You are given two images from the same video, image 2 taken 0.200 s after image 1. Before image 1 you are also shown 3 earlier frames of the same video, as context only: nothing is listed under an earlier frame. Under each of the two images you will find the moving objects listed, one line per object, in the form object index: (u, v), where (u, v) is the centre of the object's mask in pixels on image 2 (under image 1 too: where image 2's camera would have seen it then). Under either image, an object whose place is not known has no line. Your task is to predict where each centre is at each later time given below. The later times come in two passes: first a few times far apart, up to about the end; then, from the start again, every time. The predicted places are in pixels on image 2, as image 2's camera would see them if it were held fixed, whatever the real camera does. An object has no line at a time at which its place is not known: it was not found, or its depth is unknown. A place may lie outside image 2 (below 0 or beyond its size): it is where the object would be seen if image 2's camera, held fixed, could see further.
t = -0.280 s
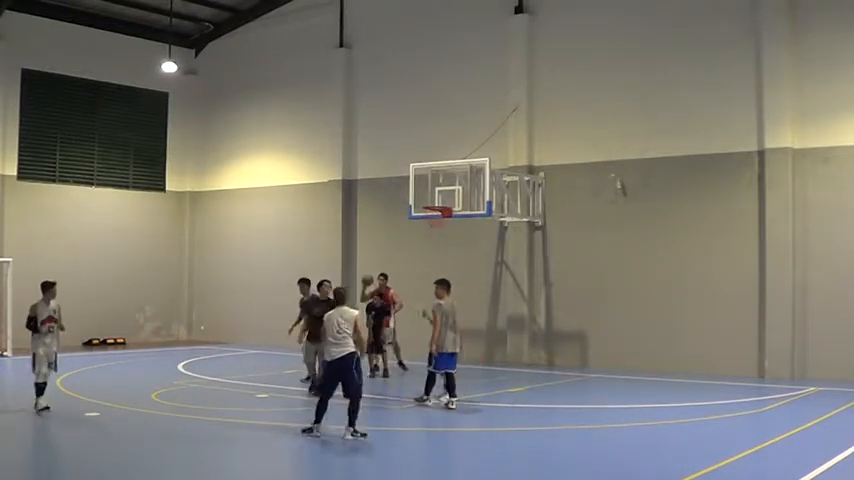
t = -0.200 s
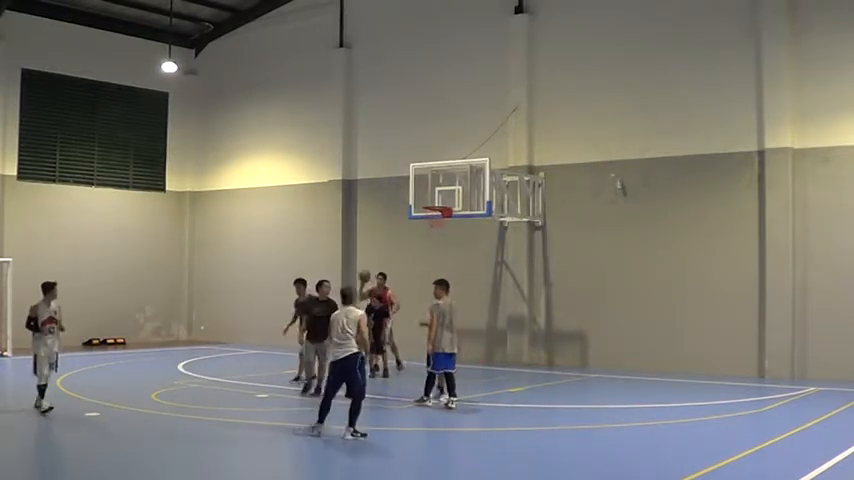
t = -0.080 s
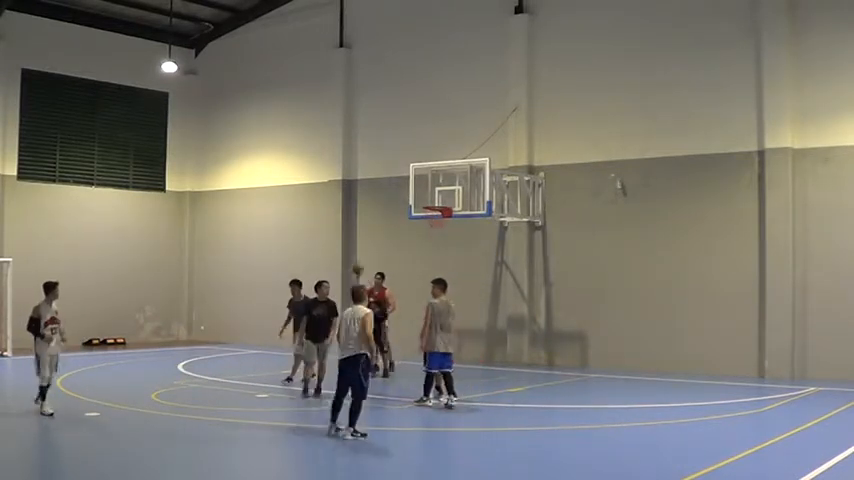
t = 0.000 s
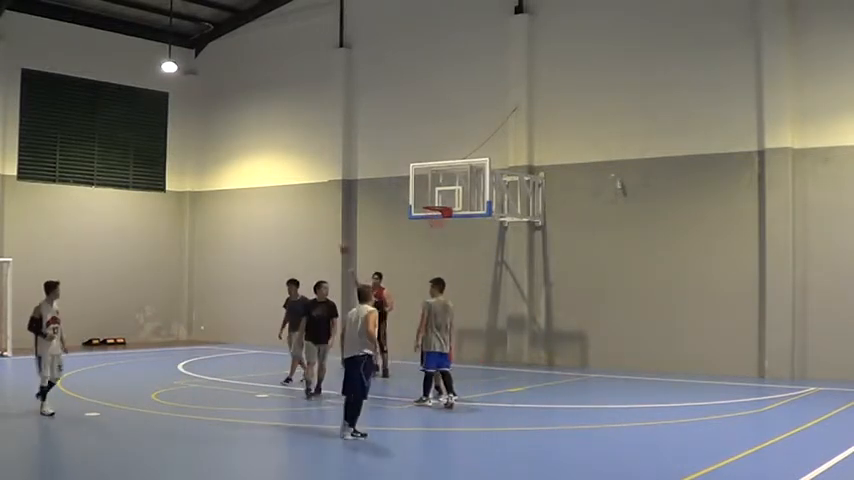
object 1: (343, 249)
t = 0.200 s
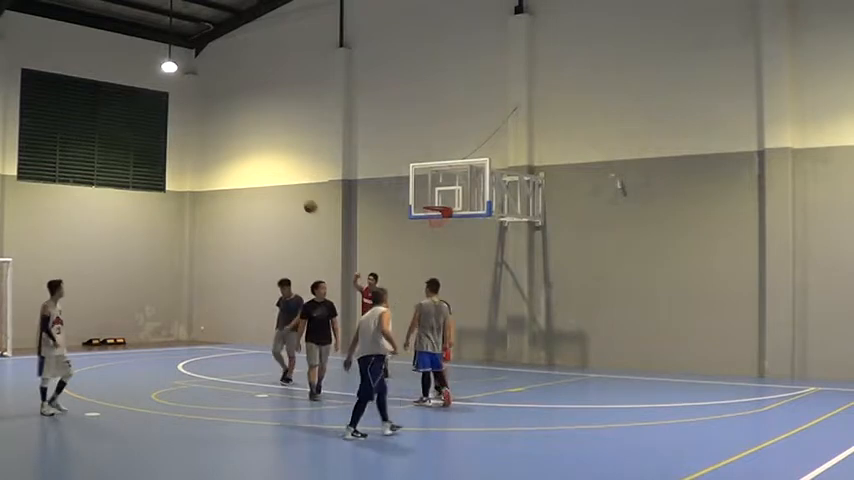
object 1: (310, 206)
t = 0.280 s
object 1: (295, 194)
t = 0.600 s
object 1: (228, 181)
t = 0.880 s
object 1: (158, 223)
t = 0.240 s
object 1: (303, 201)
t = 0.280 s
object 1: (295, 194)
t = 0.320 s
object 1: (287, 190)
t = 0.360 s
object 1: (280, 186)
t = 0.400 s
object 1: (272, 183)
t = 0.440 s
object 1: (263, 181)
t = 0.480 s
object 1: (255, 179)
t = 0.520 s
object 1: (246, 178)
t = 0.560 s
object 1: (237, 179)
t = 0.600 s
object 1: (228, 181)
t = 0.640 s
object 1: (219, 183)
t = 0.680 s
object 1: (209, 187)
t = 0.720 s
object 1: (201, 191)
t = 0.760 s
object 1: (189, 198)
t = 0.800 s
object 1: (179, 205)
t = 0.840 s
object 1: (169, 213)
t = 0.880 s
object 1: (158, 223)
